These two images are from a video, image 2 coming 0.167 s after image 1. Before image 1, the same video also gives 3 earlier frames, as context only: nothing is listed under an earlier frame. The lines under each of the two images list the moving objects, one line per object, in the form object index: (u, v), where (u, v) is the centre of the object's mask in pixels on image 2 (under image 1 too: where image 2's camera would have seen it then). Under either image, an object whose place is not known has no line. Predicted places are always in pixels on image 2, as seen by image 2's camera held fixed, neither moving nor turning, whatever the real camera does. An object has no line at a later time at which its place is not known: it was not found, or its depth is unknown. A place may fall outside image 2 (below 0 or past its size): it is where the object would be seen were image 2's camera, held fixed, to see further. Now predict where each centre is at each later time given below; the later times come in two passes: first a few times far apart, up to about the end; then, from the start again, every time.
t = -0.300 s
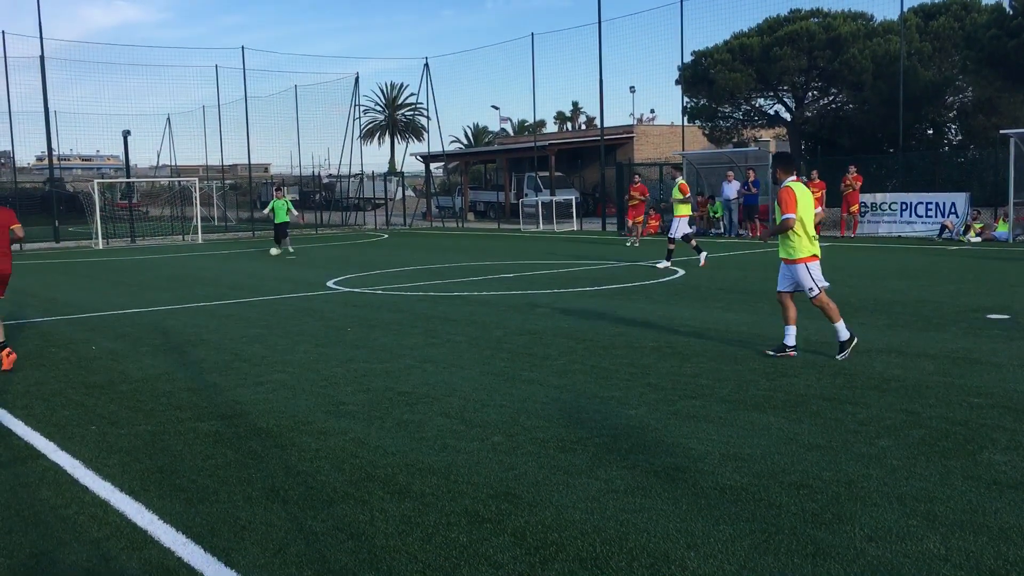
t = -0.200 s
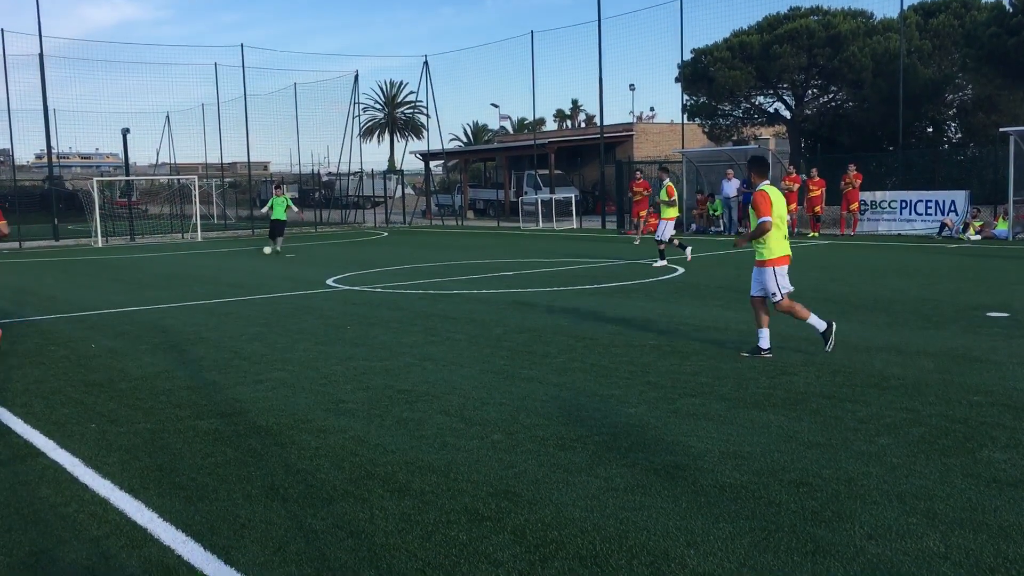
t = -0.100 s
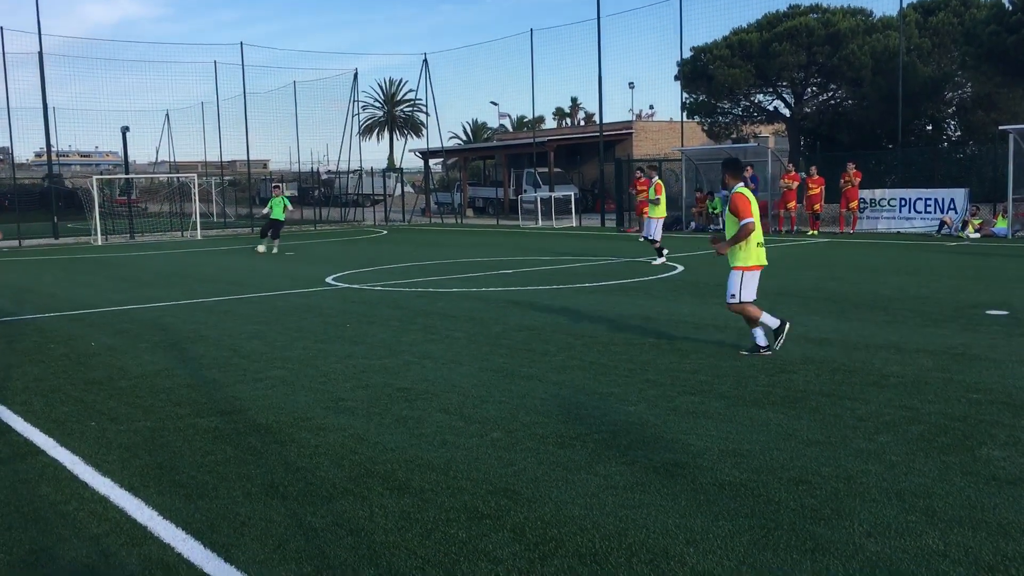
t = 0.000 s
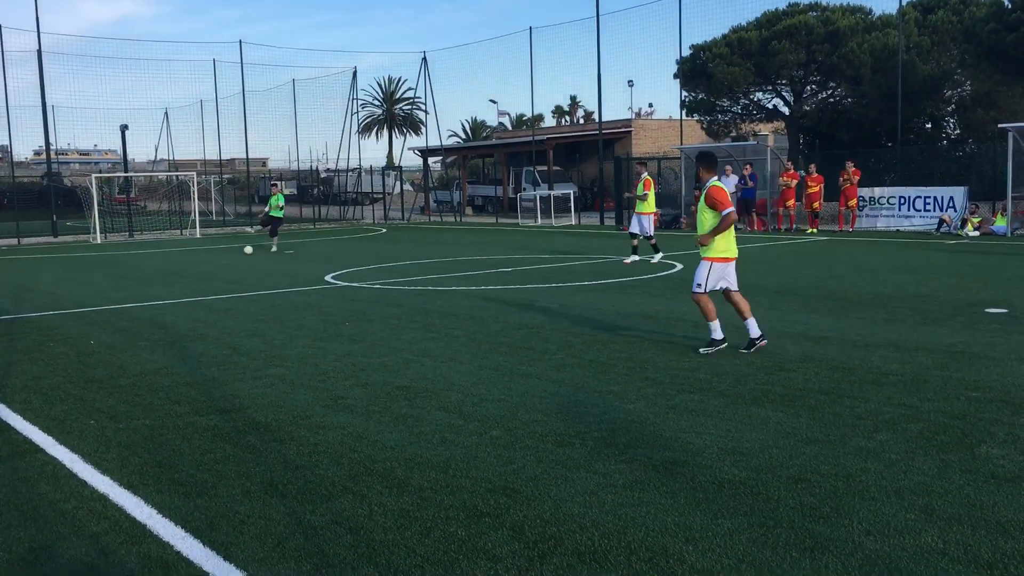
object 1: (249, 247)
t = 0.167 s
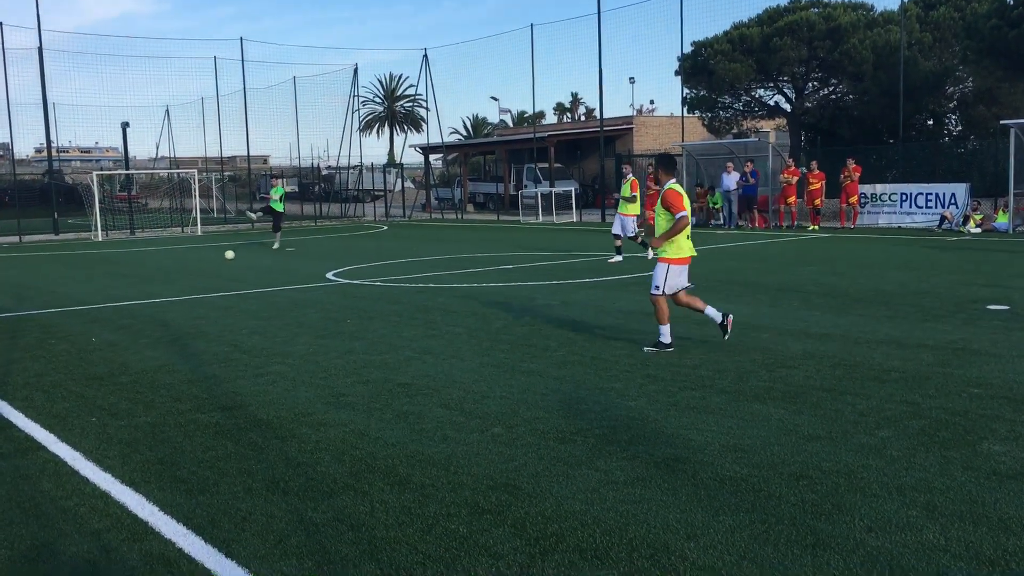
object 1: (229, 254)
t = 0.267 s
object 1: (217, 258)
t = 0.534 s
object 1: (183, 272)
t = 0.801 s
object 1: (149, 286)
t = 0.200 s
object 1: (225, 256)
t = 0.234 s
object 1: (221, 257)
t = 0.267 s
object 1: (217, 258)
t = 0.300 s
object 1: (213, 260)
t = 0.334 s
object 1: (208, 261)
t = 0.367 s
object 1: (205, 264)
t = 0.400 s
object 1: (201, 265)
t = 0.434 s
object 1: (196, 267)
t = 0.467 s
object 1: (192, 269)
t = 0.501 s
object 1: (188, 270)
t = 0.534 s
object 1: (183, 272)
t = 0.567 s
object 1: (179, 274)
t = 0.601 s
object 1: (175, 274)
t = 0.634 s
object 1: (171, 276)
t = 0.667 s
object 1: (167, 278)
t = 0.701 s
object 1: (162, 281)
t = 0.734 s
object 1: (158, 282)
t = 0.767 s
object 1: (153, 283)
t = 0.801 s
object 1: (149, 286)
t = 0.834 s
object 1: (144, 288)
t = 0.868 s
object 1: (139, 290)
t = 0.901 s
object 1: (134, 292)
